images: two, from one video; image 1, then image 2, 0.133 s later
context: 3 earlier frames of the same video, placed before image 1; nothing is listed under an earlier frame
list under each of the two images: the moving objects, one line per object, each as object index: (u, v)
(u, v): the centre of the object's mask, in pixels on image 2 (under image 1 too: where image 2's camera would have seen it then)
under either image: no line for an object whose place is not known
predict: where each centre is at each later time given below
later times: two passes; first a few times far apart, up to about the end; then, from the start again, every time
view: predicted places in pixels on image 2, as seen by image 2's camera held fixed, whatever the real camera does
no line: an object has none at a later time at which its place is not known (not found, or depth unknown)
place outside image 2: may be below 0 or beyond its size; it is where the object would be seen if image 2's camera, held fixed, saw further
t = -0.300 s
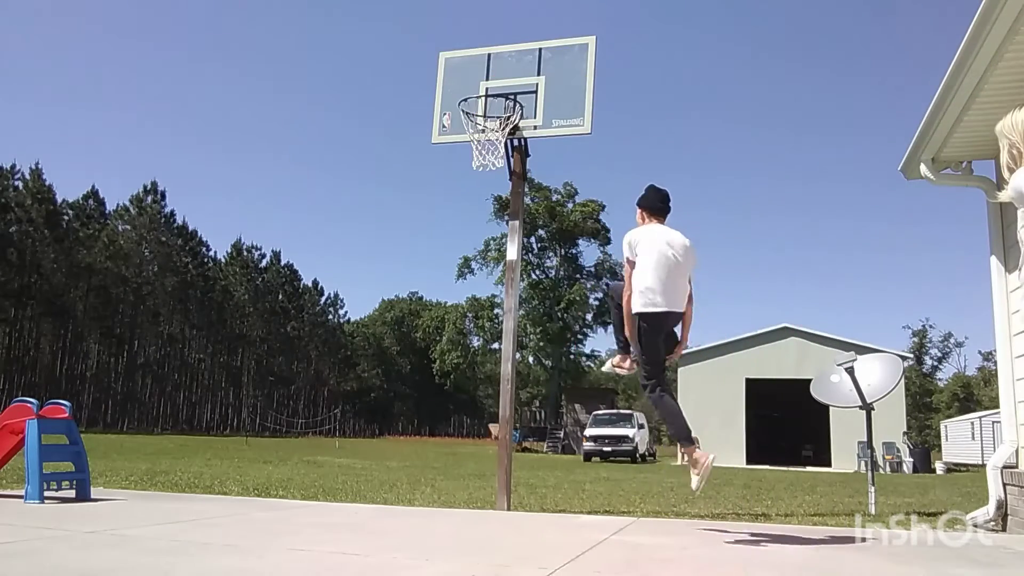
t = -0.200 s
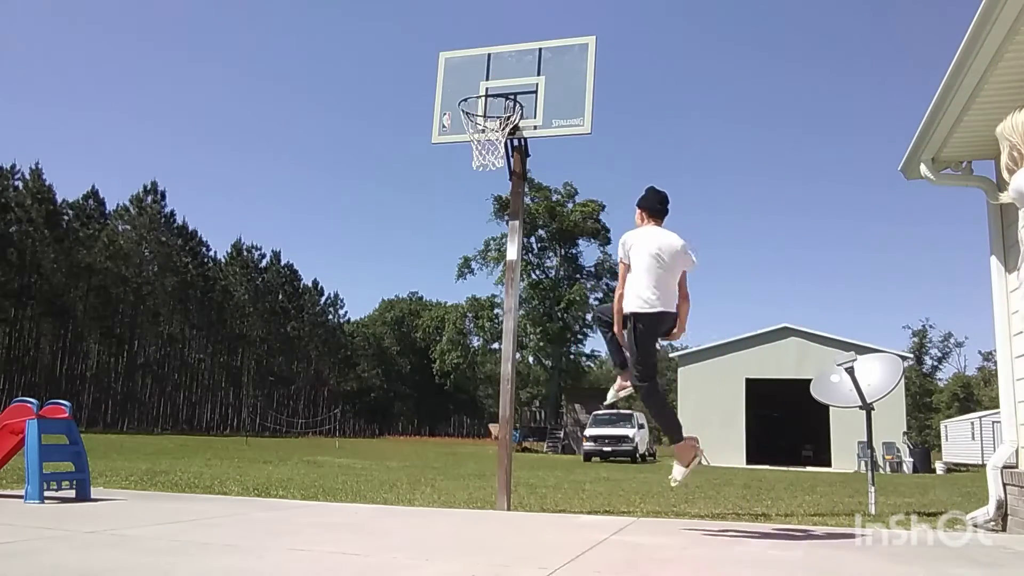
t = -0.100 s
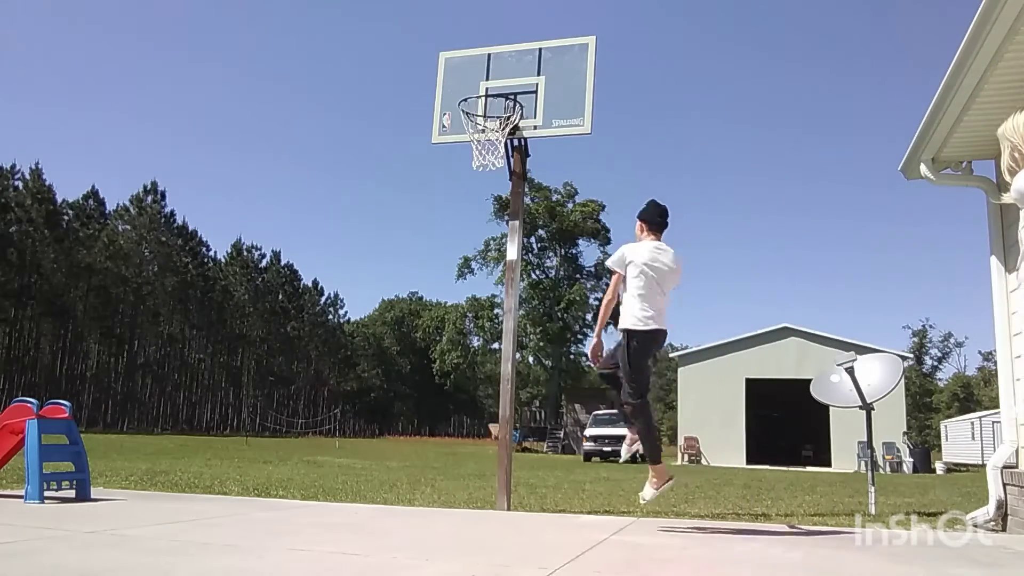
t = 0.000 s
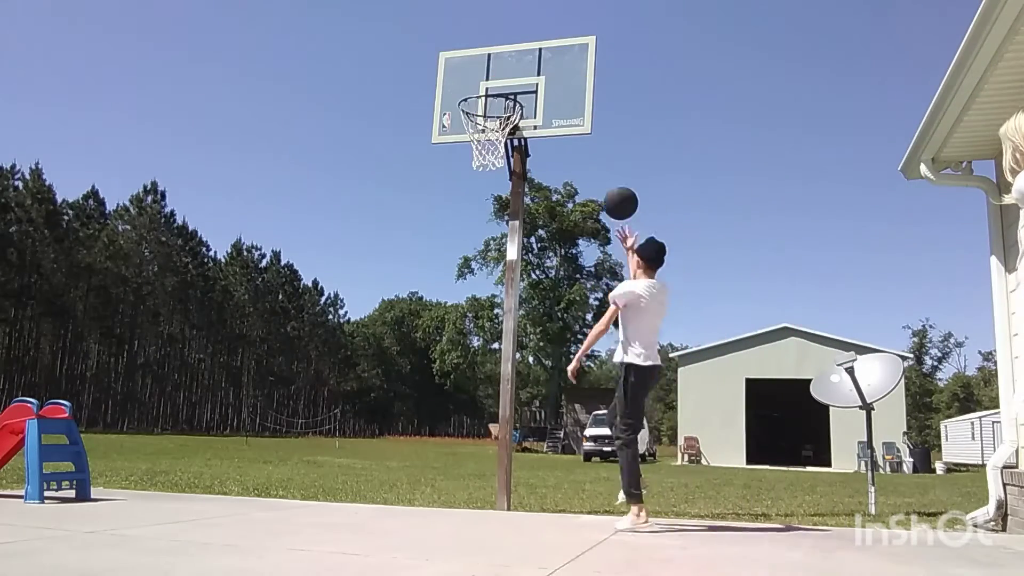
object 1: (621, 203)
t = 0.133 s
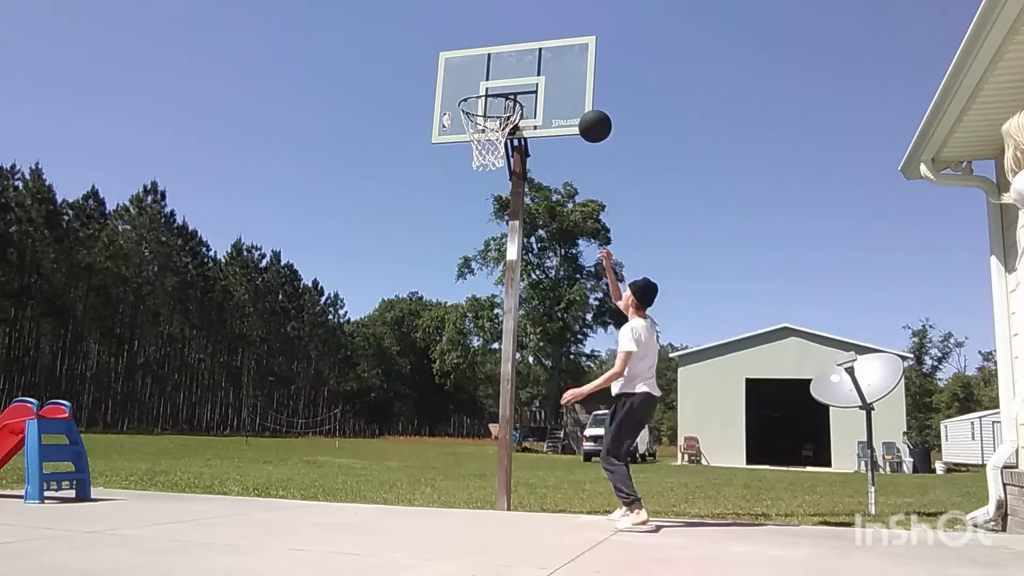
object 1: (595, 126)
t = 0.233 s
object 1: (576, 86)
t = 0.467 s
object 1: (535, 45)
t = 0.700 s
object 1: (495, 68)
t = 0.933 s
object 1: (453, 129)
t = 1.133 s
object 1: (417, 168)
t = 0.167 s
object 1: (589, 111)
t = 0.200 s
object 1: (582, 98)
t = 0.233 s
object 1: (576, 86)
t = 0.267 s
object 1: (570, 76)
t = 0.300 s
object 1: (564, 68)
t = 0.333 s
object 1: (559, 60)
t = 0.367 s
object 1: (553, 54)
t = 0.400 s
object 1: (547, 50)
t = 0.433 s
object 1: (541, 47)
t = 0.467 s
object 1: (535, 45)
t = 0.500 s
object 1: (530, 44)
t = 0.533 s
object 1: (524, 45)
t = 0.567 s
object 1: (518, 47)
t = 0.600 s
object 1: (513, 51)
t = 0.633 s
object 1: (506, 55)
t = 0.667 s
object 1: (501, 61)
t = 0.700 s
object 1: (495, 68)
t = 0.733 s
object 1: (489, 76)
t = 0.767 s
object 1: (483, 85)
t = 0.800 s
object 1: (477, 96)
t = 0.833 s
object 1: (472, 108)
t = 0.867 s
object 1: (465, 117)
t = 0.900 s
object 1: (456, 128)
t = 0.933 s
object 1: (453, 129)
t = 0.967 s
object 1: (449, 131)
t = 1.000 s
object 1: (443, 136)
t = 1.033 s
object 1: (436, 142)
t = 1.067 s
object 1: (430, 149)
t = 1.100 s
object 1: (424, 157)
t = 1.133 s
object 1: (417, 168)
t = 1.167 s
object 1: (410, 179)
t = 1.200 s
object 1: (403, 192)
